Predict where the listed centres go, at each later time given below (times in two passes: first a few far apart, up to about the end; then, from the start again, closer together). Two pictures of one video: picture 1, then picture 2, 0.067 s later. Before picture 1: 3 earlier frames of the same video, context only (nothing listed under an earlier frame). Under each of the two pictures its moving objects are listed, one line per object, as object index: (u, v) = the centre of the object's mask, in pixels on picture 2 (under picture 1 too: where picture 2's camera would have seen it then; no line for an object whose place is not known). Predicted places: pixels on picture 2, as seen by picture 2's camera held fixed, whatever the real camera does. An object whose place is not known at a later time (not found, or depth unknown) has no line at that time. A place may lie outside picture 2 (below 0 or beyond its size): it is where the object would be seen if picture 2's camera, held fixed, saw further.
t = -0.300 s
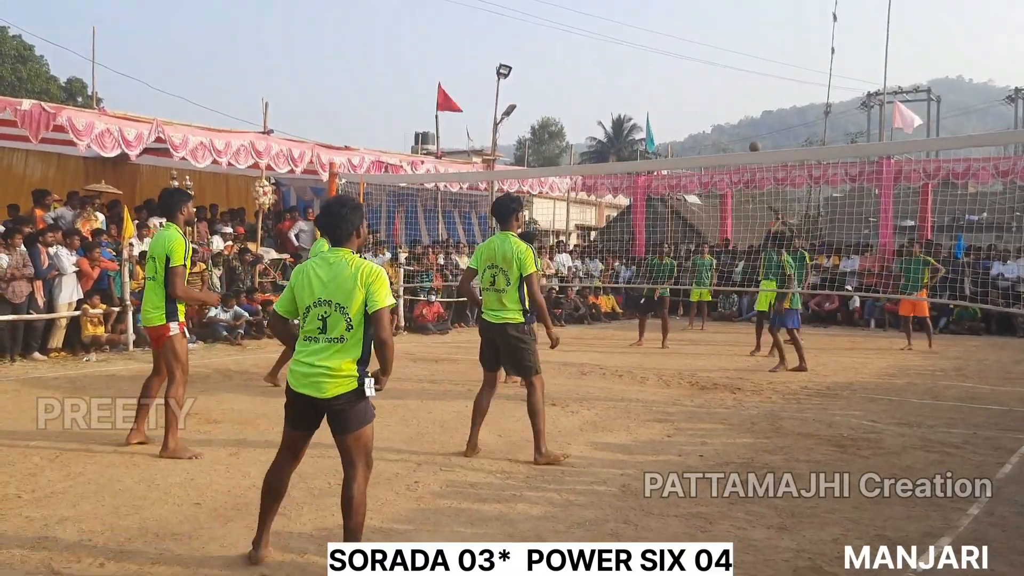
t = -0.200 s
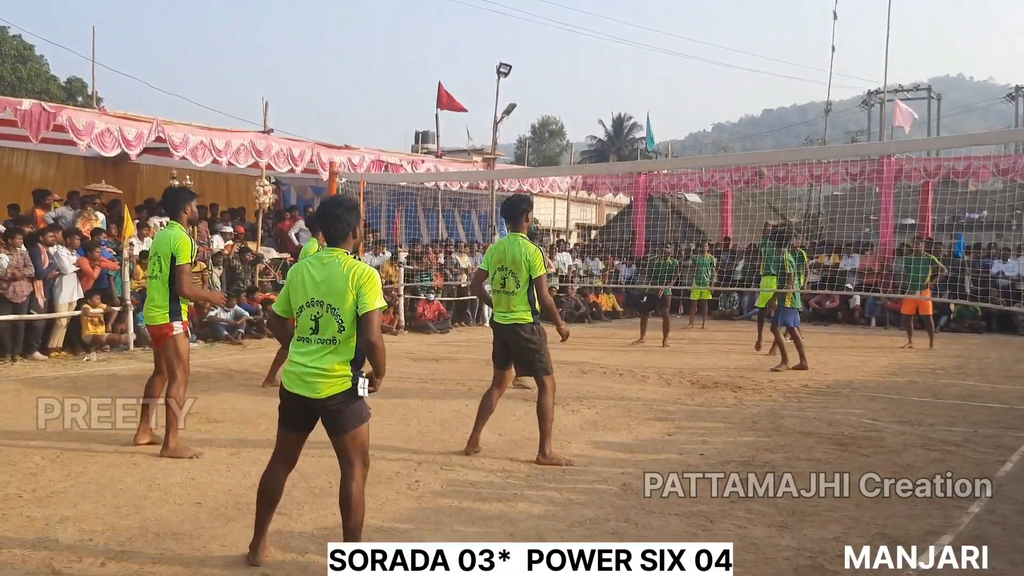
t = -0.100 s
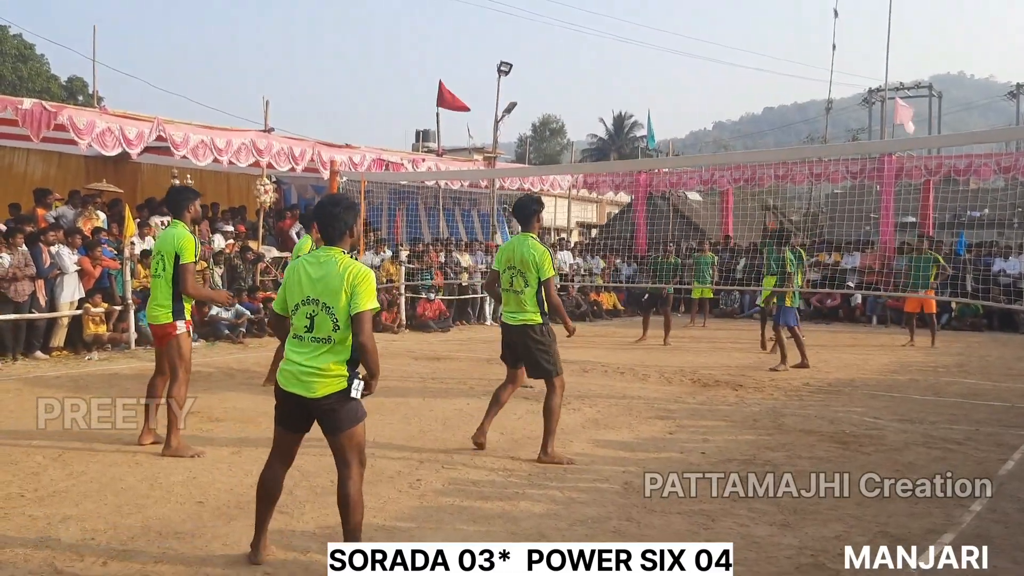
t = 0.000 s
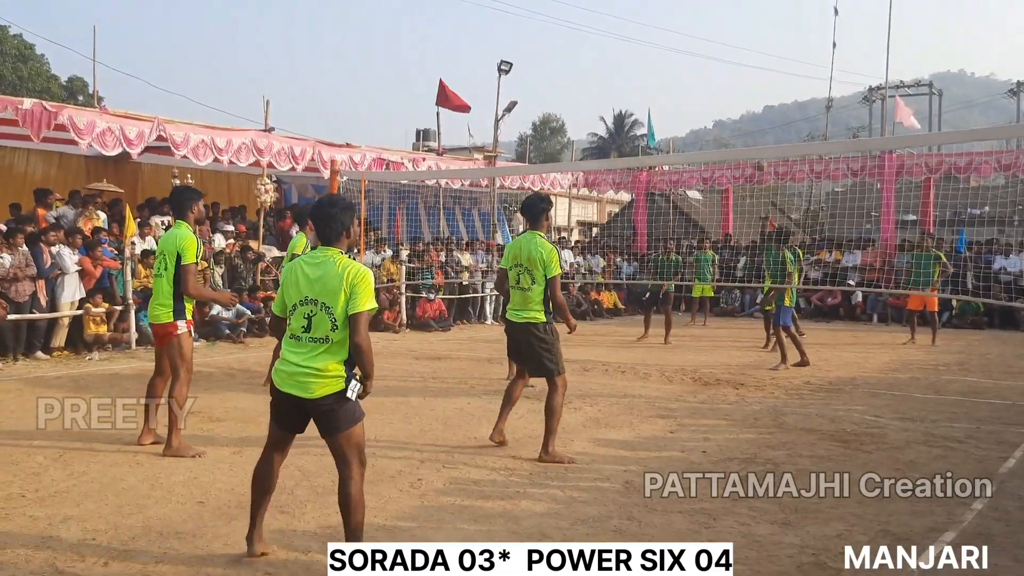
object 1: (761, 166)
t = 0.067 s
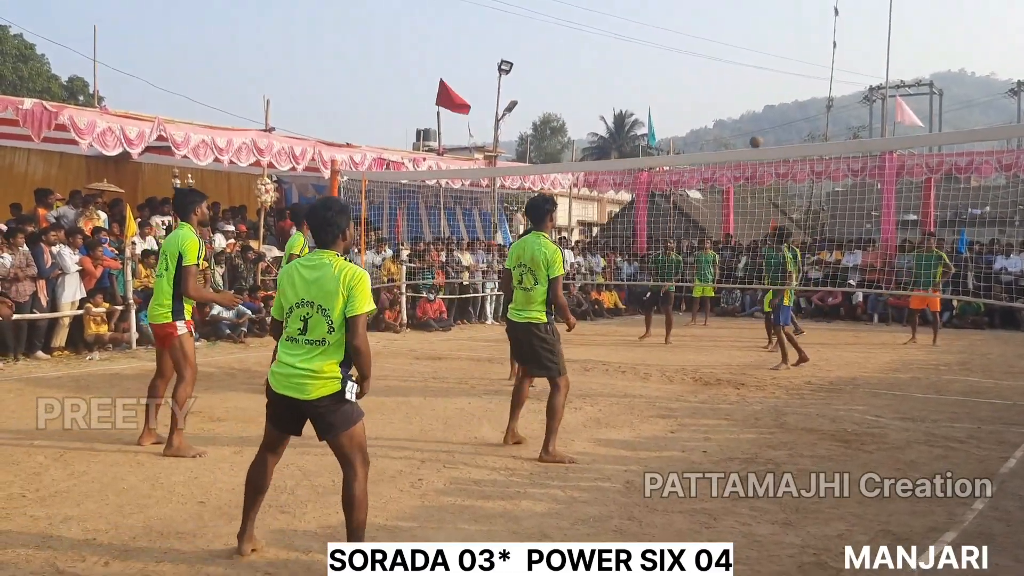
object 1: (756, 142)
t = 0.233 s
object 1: (741, 90)
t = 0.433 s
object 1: (719, 47)
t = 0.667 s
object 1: (686, 37)
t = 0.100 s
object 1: (753, 131)
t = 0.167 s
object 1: (747, 109)
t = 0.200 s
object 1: (744, 99)
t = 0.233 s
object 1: (741, 90)
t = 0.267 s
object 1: (737, 81)
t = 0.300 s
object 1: (734, 73)
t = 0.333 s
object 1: (730, 65)
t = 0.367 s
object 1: (727, 58)
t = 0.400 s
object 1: (723, 52)
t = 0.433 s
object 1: (719, 47)
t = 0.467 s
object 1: (715, 42)
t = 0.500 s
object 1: (711, 39)
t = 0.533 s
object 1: (706, 36)
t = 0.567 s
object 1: (702, 34)
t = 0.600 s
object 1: (697, 34)
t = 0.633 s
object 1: (691, 35)
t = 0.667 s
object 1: (686, 37)
